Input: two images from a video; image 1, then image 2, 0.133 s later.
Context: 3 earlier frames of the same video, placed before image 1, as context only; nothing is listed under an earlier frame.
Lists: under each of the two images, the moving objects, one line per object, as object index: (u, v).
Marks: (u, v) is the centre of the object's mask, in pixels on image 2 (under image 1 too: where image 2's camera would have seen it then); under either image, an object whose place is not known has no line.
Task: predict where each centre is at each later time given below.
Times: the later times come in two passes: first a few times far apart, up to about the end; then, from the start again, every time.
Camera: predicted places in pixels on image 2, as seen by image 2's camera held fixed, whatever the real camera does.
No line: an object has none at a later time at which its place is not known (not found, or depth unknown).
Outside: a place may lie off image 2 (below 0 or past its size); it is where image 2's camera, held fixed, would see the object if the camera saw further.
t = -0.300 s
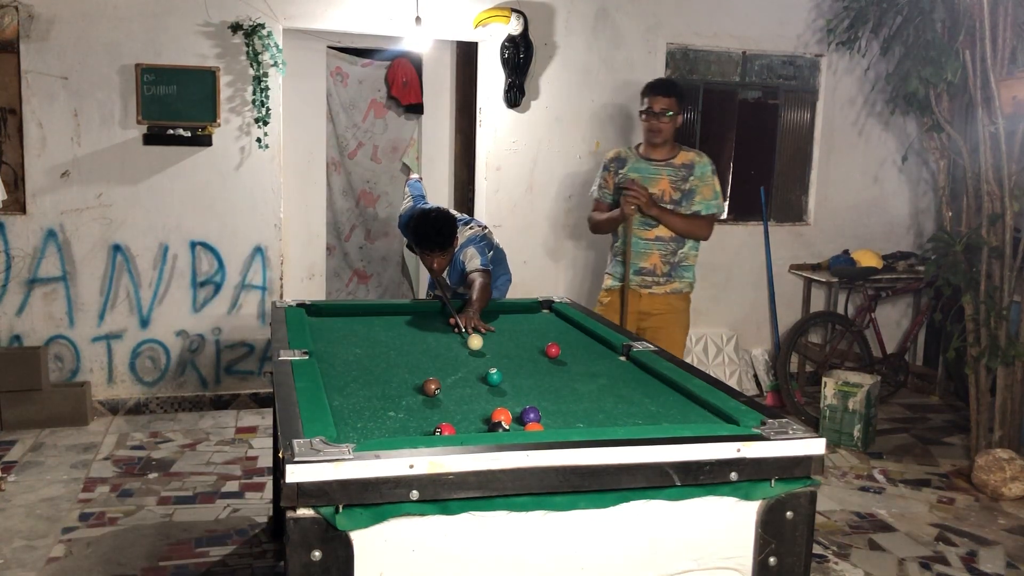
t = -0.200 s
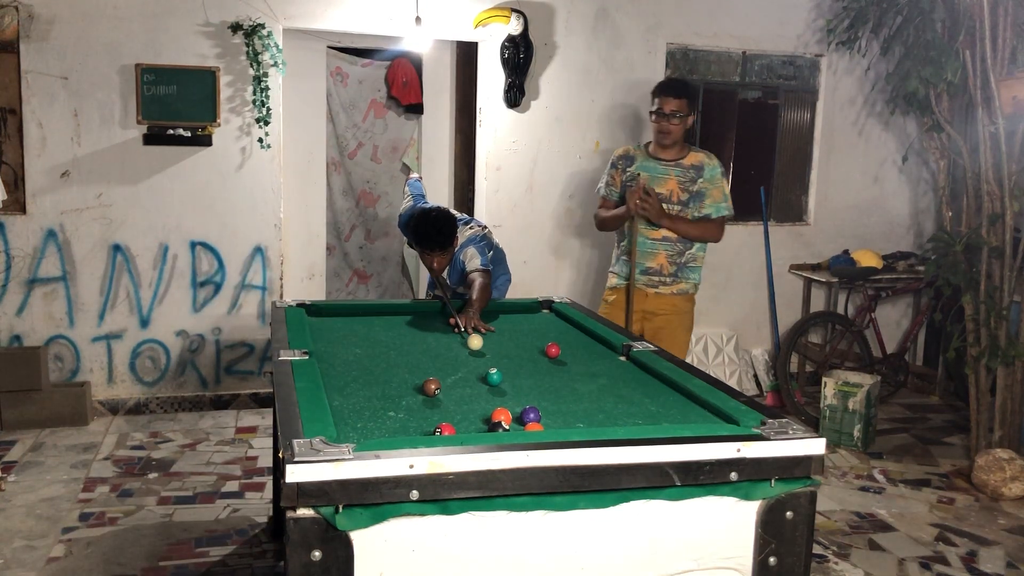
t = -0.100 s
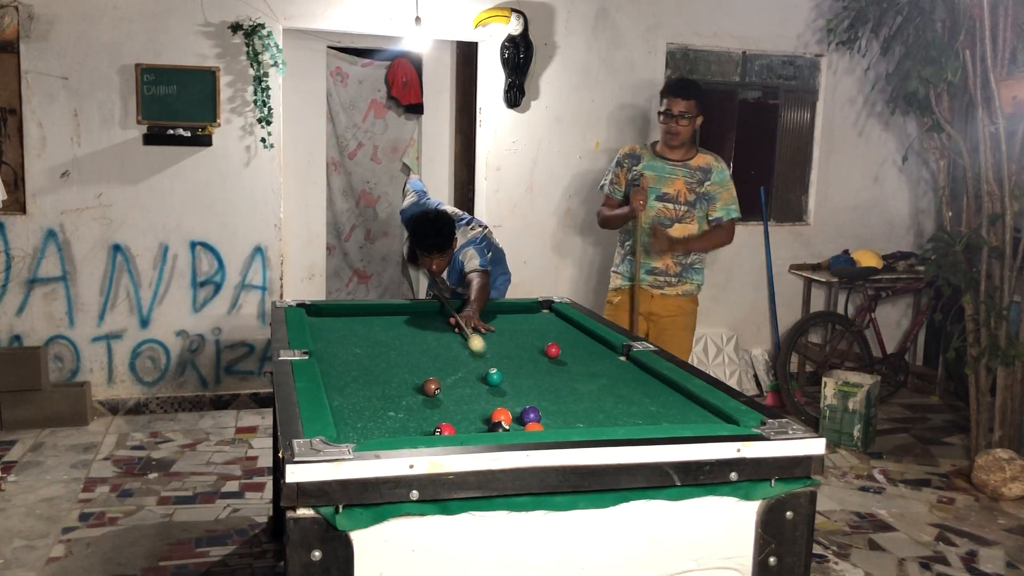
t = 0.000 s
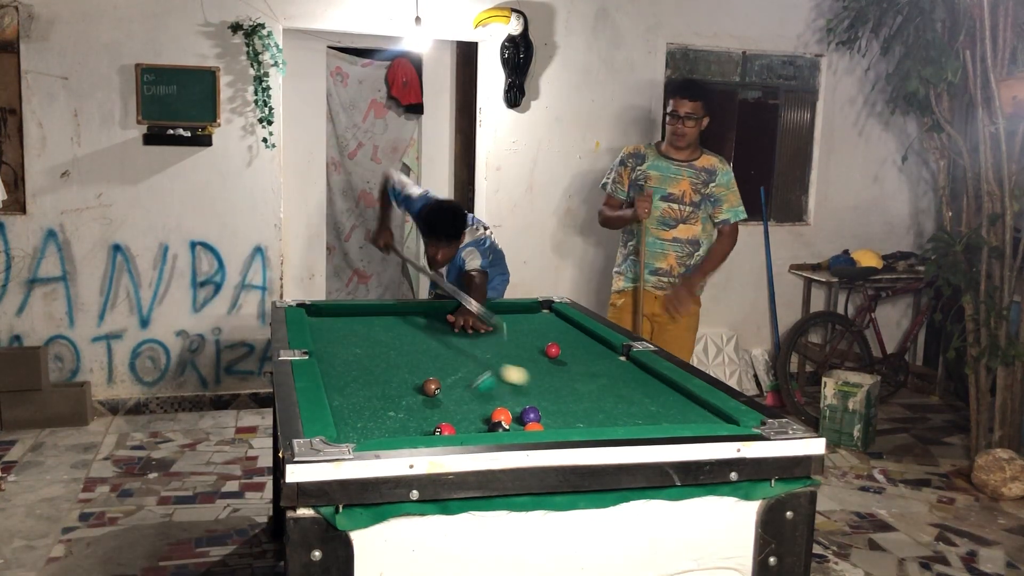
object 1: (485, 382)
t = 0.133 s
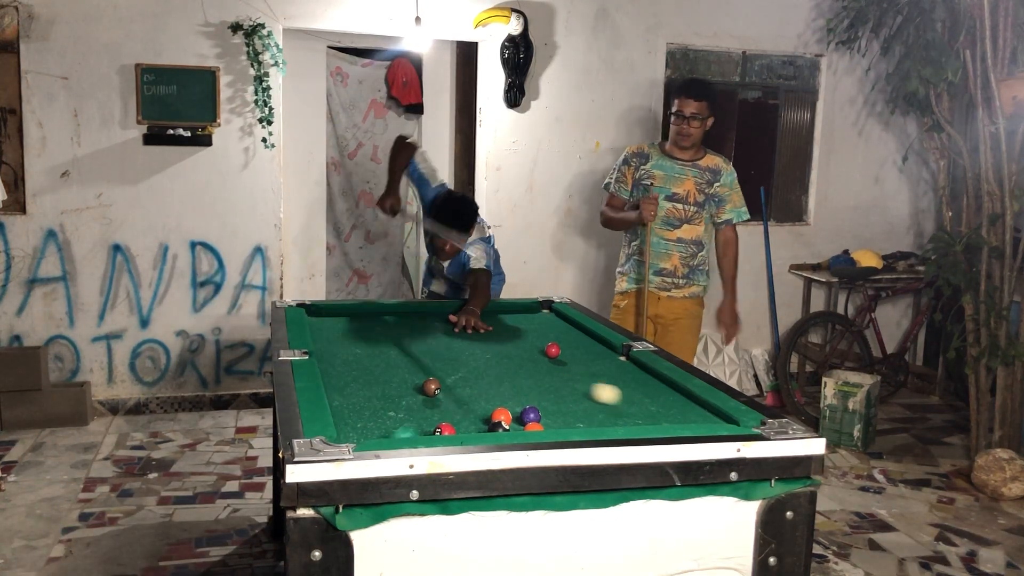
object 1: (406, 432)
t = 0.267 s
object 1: (343, 417)
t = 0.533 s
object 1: (366, 376)
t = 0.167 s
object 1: (382, 432)
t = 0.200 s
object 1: (369, 429)
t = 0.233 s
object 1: (355, 422)
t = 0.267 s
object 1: (343, 417)
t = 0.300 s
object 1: (344, 411)
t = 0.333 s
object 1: (347, 405)
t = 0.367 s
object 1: (351, 400)
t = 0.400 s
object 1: (354, 395)
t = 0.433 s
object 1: (358, 390)
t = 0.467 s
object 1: (361, 385)
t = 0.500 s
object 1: (364, 381)
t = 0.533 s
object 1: (366, 376)
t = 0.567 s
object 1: (369, 372)
